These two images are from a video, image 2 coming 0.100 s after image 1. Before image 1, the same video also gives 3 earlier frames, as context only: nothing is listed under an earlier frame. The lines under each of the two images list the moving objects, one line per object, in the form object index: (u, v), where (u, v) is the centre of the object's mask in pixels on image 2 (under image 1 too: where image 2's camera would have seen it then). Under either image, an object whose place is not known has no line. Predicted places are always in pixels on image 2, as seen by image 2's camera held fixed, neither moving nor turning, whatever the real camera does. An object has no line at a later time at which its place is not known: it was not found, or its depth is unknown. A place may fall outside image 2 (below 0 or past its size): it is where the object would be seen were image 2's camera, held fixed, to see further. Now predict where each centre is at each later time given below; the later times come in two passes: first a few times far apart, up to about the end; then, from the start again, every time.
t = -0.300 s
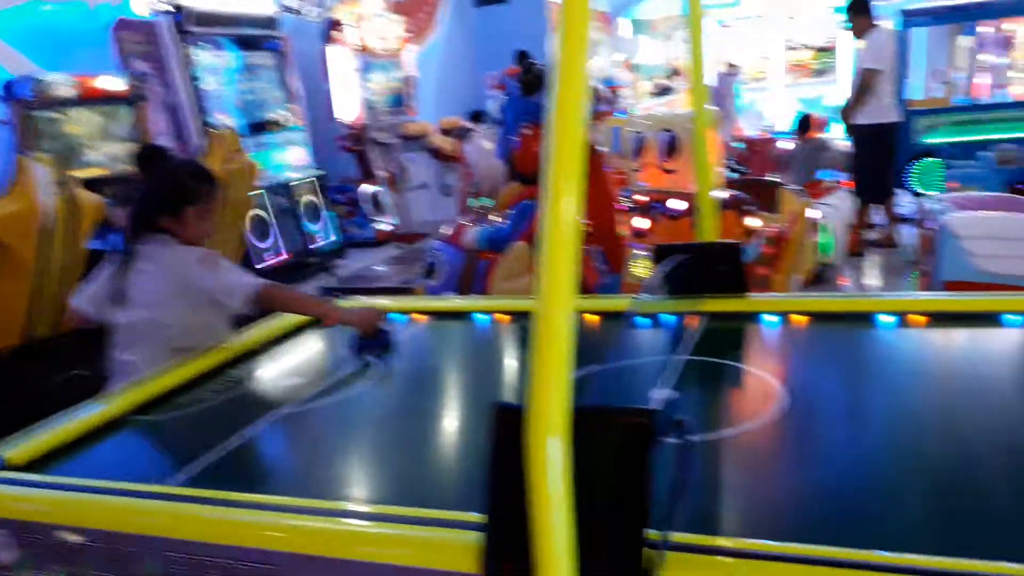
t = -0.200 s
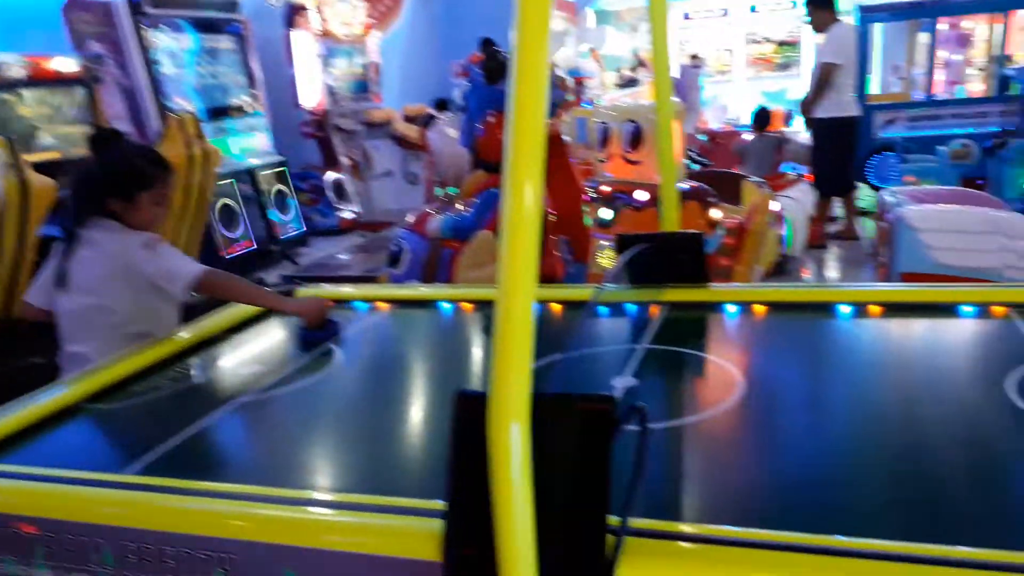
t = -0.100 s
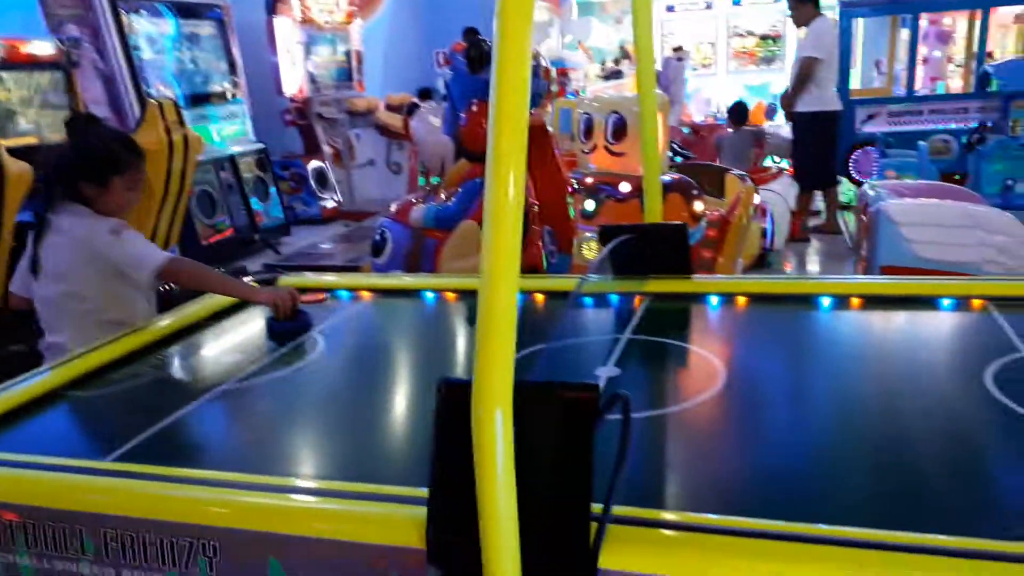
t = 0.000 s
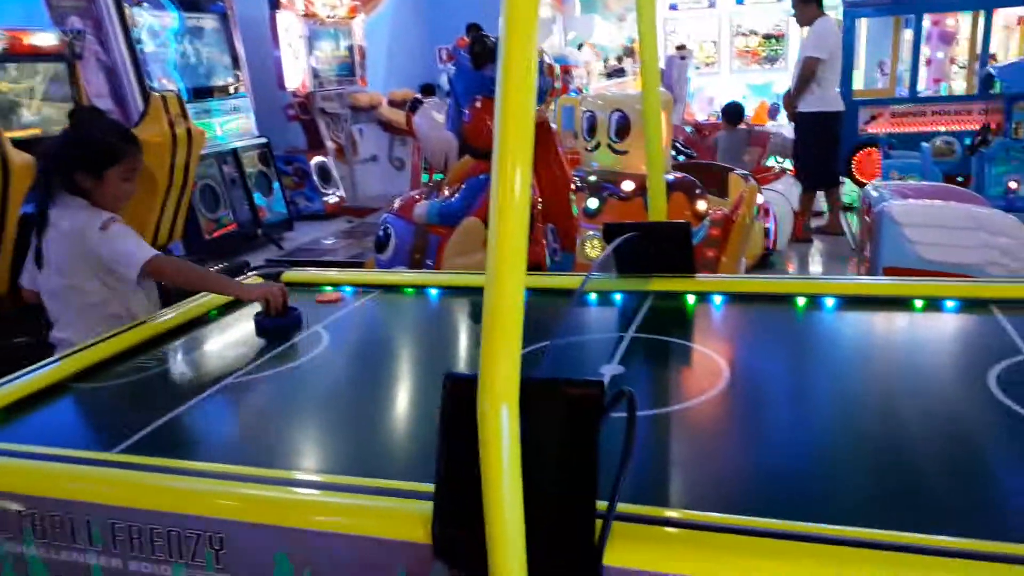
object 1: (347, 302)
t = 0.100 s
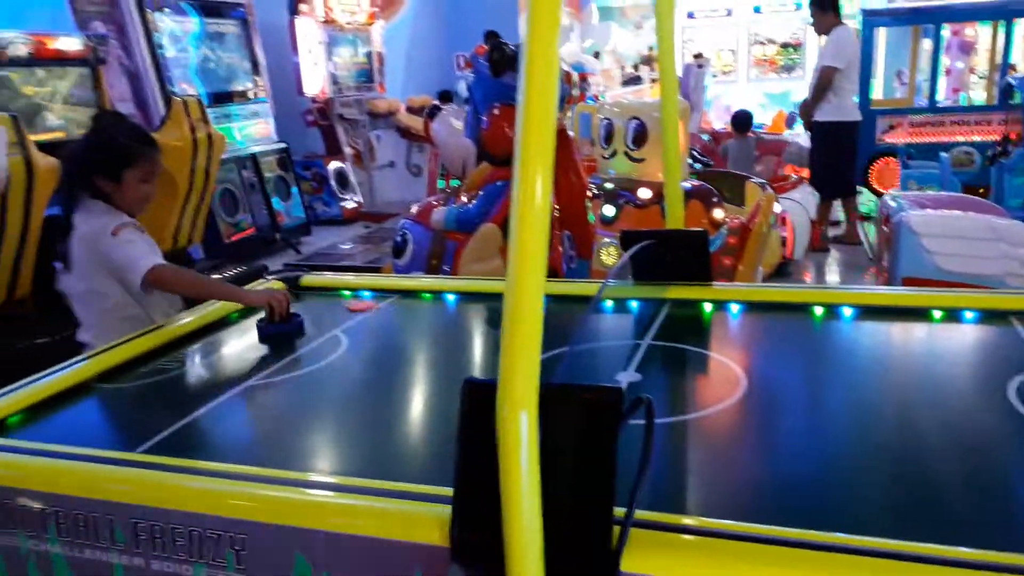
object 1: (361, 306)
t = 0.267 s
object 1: (384, 314)
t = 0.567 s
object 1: (427, 329)
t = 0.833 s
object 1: (470, 345)
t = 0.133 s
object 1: (367, 308)
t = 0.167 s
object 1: (370, 309)
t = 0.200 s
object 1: (375, 311)
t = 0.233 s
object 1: (380, 313)
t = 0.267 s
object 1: (384, 314)
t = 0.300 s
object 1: (389, 315)
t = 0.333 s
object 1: (393, 317)
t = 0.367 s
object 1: (397, 319)
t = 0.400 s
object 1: (403, 320)
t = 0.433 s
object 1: (407, 322)
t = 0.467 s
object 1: (412, 324)
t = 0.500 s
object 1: (417, 326)
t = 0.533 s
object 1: (423, 327)
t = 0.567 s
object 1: (427, 329)
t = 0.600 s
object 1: (433, 331)
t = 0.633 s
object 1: (438, 333)
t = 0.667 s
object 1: (443, 335)
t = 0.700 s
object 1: (447, 337)
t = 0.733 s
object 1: (453, 339)
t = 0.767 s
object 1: (458, 341)
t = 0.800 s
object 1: (463, 343)
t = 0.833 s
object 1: (470, 345)
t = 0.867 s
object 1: (476, 347)
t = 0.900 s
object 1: (480, 350)
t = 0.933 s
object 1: (483, 352)
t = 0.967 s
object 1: (486, 353)
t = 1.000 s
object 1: (488, 357)
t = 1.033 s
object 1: (491, 359)
